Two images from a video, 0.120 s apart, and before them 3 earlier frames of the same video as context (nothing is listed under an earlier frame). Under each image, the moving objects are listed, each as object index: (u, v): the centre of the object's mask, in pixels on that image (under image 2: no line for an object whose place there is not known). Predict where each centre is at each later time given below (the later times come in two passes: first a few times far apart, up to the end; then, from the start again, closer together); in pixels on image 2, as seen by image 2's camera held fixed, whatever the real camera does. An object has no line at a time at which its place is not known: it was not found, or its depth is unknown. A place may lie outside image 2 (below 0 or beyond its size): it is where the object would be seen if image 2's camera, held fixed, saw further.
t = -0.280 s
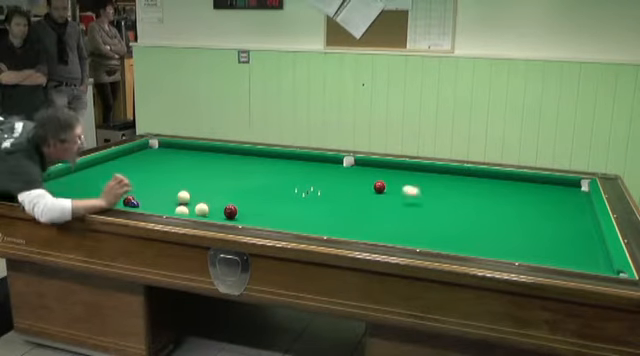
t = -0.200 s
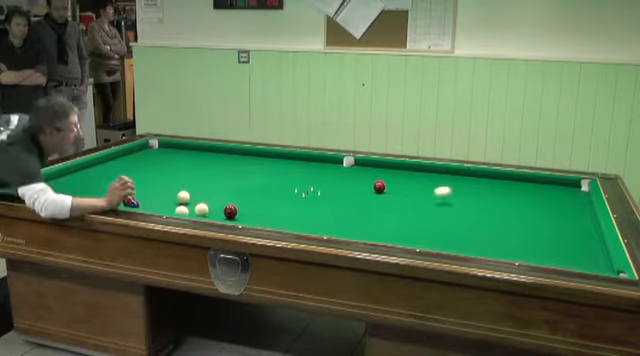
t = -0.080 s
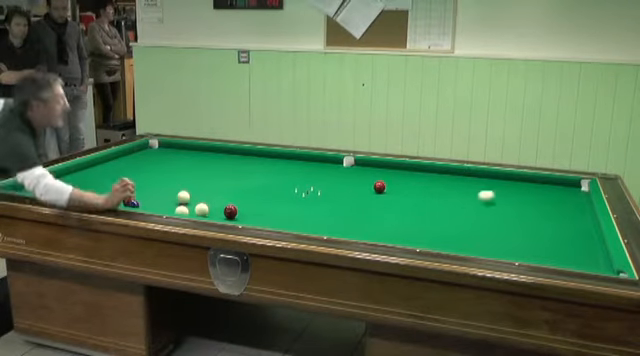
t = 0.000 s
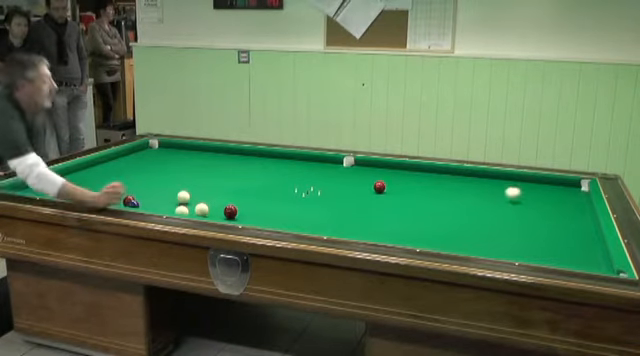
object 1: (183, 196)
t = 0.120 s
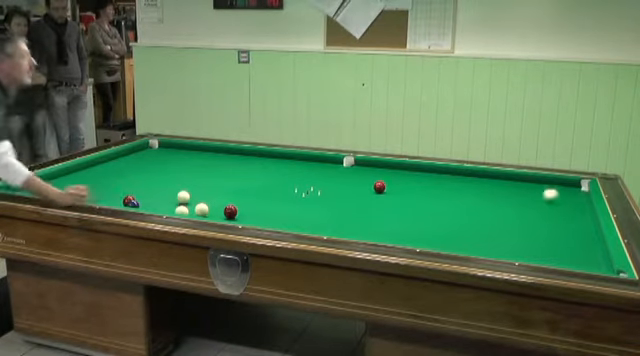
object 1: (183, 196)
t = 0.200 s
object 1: (183, 196)
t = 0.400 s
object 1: (183, 196)
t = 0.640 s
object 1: (183, 196)
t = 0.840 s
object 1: (183, 196)
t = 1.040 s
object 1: (183, 196)
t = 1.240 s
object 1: (183, 196)
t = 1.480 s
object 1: (183, 196)
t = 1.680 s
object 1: (183, 196)
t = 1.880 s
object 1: (183, 196)
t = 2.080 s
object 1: (183, 196)
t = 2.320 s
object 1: (183, 196)
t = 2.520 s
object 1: (183, 196)
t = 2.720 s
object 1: (183, 196)
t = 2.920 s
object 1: (183, 196)
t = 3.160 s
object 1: (183, 196)
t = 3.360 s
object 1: (183, 196)
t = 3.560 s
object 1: (183, 196)
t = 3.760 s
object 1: (183, 196)
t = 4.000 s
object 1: (183, 196)
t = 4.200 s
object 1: (183, 196)
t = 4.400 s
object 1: (183, 196)
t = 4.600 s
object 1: (183, 196)
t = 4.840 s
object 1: (183, 196)
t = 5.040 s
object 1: (183, 196)
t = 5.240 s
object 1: (183, 196)
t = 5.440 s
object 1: (183, 196)
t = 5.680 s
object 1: (183, 196)
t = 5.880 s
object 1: (183, 196)
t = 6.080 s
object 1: (183, 196)
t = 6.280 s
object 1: (183, 196)
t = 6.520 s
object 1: (183, 196)
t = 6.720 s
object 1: (183, 196)
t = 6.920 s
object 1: (183, 196)
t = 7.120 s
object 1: (183, 196)
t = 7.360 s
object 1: (187, 196)
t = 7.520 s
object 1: (189, 196)
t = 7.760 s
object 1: (192, 195)
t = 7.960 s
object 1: (194, 195)
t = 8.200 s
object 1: (195, 195)
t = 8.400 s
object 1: (196, 195)
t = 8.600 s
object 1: (196, 195)
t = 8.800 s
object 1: (196, 195)
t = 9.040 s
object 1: (196, 195)
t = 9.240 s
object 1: (196, 195)
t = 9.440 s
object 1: (196, 195)
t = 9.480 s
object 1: (196, 195)
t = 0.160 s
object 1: (183, 196)
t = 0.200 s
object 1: (183, 196)
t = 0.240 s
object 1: (183, 196)
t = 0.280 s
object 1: (183, 196)
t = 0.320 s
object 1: (183, 196)
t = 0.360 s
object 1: (183, 196)
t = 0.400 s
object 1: (183, 196)
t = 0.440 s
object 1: (183, 196)
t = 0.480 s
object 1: (183, 196)
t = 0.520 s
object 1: (183, 196)
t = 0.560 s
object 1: (183, 196)
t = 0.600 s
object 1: (183, 196)
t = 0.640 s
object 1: (183, 196)
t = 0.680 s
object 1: (183, 196)
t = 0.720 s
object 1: (183, 196)
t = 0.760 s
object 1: (183, 196)
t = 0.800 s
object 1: (183, 196)
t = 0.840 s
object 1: (183, 196)
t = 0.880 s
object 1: (183, 196)
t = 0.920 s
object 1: (183, 196)
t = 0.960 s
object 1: (183, 196)
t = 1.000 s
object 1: (183, 196)
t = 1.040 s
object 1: (183, 196)
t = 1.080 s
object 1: (183, 196)
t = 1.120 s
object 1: (183, 196)
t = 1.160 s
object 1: (183, 196)
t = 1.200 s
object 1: (183, 196)
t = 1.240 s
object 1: (183, 196)
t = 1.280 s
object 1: (183, 196)
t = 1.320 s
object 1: (183, 196)
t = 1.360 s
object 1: (183, 196)
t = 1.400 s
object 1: (183, 196)
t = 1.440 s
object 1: (183, 196)
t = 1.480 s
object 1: (183, 196)
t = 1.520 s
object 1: (183, 196)
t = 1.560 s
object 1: (183, 196)
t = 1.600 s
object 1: (183, 196)
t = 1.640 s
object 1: (183, 196)
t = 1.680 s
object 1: (183, 196)
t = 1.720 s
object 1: (183, 196)
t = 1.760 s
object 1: (183, 196)
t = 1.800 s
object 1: (183, 196)
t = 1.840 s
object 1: (183, 196)
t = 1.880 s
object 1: (183, 196)
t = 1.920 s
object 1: (183, 196)
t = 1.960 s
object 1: (183, 196)
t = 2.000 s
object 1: (183, 196)
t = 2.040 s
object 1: (183, 196)
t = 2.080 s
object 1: (183, 196)
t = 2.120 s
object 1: (183, 196)
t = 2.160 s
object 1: (183, 196)
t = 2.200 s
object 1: (183, 196)
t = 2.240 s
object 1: (183, 196)
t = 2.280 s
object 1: (183, 196)
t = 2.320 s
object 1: (183, 196)
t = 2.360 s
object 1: (183, 196)
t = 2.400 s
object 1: (183, 196)
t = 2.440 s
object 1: (183, 196)
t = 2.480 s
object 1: (183, 196)
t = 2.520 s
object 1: (183, 196)
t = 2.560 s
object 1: (183, 196)
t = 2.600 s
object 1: (183, 196)
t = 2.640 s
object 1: (183, 196)
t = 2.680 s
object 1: (183, 196)
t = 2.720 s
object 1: (183, 196)
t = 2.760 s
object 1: (183, 196)
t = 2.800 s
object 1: (183, 196)
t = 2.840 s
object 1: (183, 196)
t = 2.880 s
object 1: (183, 197)
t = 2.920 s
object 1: (183, 196)
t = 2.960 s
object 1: (183, 196)
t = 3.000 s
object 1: (183, 196)
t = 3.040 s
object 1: (183, 196)
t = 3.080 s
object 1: (183, 196)
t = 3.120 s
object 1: (183, 196)
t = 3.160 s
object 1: (183, 196)
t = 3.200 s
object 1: (183, 196)
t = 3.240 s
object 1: (183, 196)
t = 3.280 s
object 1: (183, 196)
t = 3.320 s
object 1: (183, 196)
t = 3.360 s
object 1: (183, 196)
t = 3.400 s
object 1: (183, 196)
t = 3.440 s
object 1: (183, 196)
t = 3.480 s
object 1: (183, 196)
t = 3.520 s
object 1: (183, 196)
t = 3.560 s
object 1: (183, 196)
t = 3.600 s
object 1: (183, 196)
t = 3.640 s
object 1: (183, 196)
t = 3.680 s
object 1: (183, 196)
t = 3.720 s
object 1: (183, 196)
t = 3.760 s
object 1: (183, 196)
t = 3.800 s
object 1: (183, 196)
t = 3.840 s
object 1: (183, 196)
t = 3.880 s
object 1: (183, 196)
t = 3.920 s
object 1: (183, 196)
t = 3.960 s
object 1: (183, 196)
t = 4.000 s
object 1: (183, 196)
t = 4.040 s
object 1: (183, 196)
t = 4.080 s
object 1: (183, 196)
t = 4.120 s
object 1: (183, 196)
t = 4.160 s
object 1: (183, 196)
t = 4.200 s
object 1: (183, 196)
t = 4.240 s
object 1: (183, 196)
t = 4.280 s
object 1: (183, 196)
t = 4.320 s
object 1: (183, 196)
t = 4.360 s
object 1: (183, 196)
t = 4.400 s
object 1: (183, 196)
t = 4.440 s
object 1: (183, 196)
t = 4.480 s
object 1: (183, 196)
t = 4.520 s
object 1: (183, 196)
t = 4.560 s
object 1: (183, 196)
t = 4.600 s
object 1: (183, 196)
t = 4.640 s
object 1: (183, 196)
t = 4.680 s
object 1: (183, 196)
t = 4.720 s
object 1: (183, 196)
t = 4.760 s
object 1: (183, 196)
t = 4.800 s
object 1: (183, 196)
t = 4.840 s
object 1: (183, 196)
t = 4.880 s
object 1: (183, 196)
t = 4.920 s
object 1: (183, 196)
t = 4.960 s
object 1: (183, 196)
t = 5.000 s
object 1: (183, 196)
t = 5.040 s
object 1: (183, 196)
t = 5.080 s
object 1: (183, 196)
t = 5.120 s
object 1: (183, 196)
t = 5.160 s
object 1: (183, 196)
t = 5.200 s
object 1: (183, 196)
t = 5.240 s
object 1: (183, 196)
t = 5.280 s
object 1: (183, 196)
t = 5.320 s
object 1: (183, 196)
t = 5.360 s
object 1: (183, 196)
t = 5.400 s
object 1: (183, 196)
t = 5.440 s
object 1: (183, 196)
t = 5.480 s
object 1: (183, 196)
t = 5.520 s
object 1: (183, 196)
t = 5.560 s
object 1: (183, 196)
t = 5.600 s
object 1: (183, 196)
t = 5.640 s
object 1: (183, 196)
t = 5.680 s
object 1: (183, 196)
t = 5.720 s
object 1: (183, 196)
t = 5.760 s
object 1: (183, 196)
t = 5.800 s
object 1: (183, 196)
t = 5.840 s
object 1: (183, 196)
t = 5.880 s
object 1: (183, 196)
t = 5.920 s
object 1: (183, 196)
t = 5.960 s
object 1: (183, 196)
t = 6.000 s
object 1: (183, 196)
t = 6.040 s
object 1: (183, 196)
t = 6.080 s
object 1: (183, 196)
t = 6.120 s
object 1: (183, 196)
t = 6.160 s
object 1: (183, 196)
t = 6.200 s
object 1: (183, 196)
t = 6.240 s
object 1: (183, 196)
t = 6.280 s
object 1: (183, 196)
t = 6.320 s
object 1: (183, 196)
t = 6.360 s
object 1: (183, 196)
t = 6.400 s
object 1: (183, 196)
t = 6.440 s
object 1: (183, 196)
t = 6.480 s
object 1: (183, 196)
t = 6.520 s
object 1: (183, 196)
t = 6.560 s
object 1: (183, 196)
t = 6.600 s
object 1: (183, 196)
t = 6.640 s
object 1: (183, 196)
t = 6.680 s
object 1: (183, 196)
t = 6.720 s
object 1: (183, 196)
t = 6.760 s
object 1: (183, 196)
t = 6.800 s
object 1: (183, 196)
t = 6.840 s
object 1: (183, 196)
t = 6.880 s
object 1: (183, 196)
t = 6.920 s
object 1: (183, 196)
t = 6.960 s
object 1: (183, 196)
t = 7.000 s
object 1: (183, 196)
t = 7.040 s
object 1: (183, 196)
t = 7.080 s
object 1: (183, 196)
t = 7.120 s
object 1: (183, 196)
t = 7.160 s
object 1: (183, 196)
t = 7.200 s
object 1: (184, 196)
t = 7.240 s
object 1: (185, 196)
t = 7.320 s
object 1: (186, 196)
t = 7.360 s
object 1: (187, 196)
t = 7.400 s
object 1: (188, 196)
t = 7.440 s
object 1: (188, 196)
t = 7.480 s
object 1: (188, 196)
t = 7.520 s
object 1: (189, 196)
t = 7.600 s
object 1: (190, 196)
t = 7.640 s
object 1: (190, 196)
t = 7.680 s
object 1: (191, 196)
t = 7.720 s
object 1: (191, 196)
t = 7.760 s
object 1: (192, 195)
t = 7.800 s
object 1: (192, 195)
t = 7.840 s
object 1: (193, 195)
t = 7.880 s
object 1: (193, 195)
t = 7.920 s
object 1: (193, 195)
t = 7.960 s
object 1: (194, 195)
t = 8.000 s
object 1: (194, 195)
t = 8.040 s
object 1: (194, 195)
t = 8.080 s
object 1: (194, 195)
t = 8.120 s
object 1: (195, 195)
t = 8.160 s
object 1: (195, 195)
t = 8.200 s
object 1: (195, 195)
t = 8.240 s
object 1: (195, 195)
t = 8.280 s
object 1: (195, 195)
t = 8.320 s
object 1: (196, 195)
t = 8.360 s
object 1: (196, 195)
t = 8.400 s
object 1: (196, 195)
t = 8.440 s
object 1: (196, 195)
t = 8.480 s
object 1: (196, 195)
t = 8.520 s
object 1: (196, 195)
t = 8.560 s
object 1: (196, 195)
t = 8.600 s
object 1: (196, 195)
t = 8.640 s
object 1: (196, 195)
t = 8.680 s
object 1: (196, 195)
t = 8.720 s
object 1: (196, 195)
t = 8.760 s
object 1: (196, 195)
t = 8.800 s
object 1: (196, 195)
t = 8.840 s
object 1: (196, 195)
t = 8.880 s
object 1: (196, 195)
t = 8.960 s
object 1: (196, 195)
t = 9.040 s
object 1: (196, 195)
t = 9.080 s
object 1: (196, 195)
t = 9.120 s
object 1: (196, 195)
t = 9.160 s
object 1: (196, 195)
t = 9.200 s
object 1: (196, 195)
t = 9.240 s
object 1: (196, 195)
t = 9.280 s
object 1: (196, 195)
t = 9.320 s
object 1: (196, 195)
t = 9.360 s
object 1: (196, 195)
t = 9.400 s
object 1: (196, 195)
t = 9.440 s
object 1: (196, 195)
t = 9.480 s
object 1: (196, 195)
